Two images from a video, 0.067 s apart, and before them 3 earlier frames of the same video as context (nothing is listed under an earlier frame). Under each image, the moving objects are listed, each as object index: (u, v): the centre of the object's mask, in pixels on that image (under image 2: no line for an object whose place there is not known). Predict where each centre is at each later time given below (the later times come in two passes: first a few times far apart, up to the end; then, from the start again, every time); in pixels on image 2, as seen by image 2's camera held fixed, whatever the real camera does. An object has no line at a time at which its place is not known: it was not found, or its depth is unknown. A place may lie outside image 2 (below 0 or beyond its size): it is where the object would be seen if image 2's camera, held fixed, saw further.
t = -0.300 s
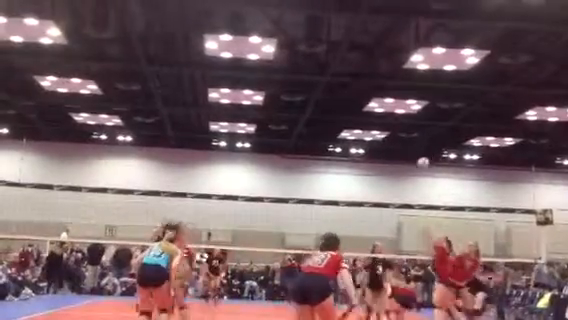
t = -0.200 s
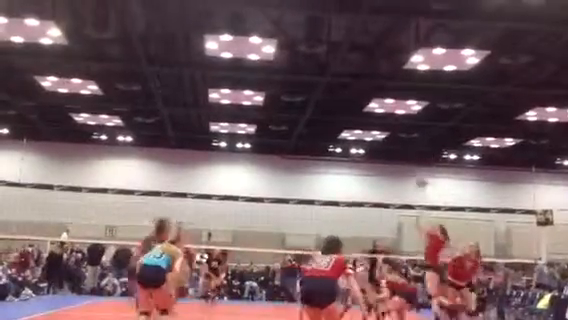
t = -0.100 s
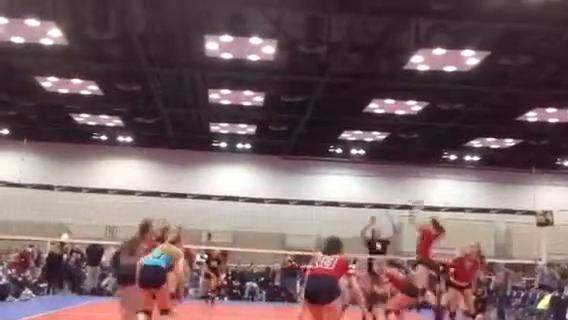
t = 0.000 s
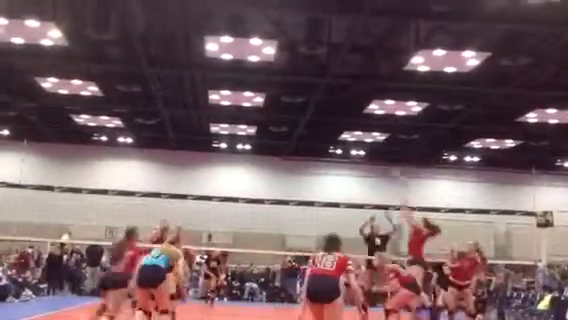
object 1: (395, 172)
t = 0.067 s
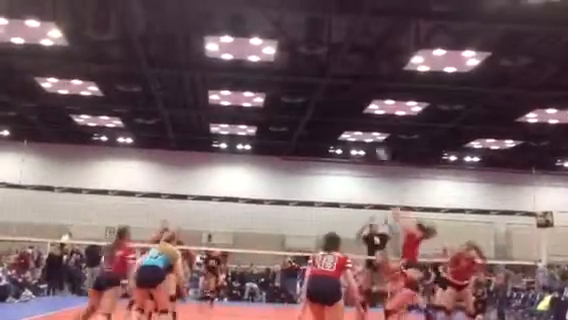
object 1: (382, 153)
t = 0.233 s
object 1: (342, 111)
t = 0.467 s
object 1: (288, 77)
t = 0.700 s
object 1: (234, 71)
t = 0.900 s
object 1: (185, 93)
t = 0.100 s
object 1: (376, 148)
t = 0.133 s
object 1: (365, 133)
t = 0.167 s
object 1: (360, 126)
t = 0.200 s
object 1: (350, 119)
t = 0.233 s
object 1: (342, 111)
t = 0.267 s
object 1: (334, 104)
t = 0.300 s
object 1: (328, 98)
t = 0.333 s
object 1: (318, 94)
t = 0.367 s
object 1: (312, 88)
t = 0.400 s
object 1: (304, 84)
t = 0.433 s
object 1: (296, 80)
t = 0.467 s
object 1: (288, 77)
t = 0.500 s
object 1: (280, 75)
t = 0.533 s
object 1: (273, 72)
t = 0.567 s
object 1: (265, 70)
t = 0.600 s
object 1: (257, 70)
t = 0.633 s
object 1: (249, 70)
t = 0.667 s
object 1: (241, 70)
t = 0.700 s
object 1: (234, 71)
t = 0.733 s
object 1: (225, 73)
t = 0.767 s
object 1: (217, 76)
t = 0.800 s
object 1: (208, 80)
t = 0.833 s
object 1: (201, 83)
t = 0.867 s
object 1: (192, 88)
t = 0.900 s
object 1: (185, 93)
